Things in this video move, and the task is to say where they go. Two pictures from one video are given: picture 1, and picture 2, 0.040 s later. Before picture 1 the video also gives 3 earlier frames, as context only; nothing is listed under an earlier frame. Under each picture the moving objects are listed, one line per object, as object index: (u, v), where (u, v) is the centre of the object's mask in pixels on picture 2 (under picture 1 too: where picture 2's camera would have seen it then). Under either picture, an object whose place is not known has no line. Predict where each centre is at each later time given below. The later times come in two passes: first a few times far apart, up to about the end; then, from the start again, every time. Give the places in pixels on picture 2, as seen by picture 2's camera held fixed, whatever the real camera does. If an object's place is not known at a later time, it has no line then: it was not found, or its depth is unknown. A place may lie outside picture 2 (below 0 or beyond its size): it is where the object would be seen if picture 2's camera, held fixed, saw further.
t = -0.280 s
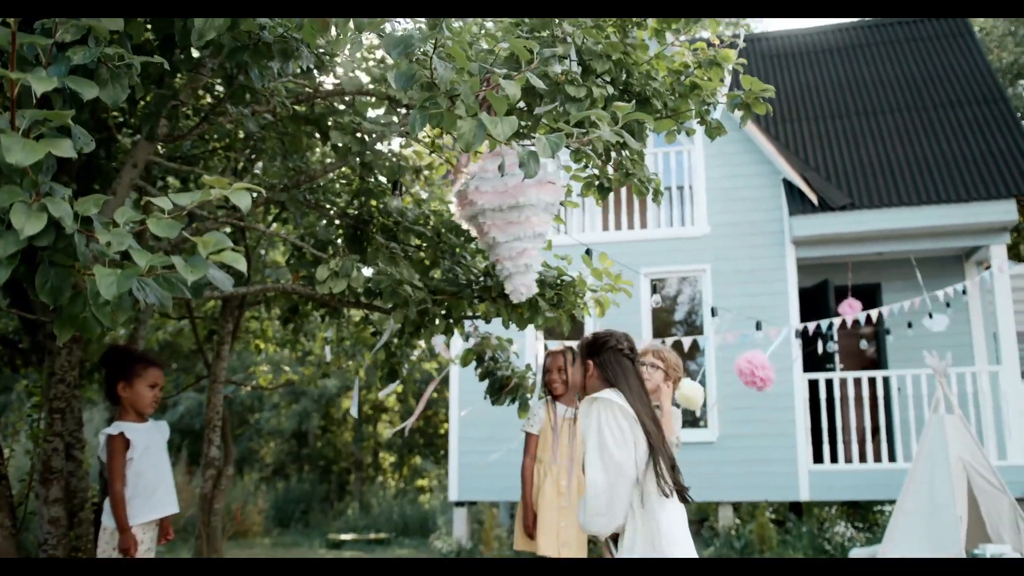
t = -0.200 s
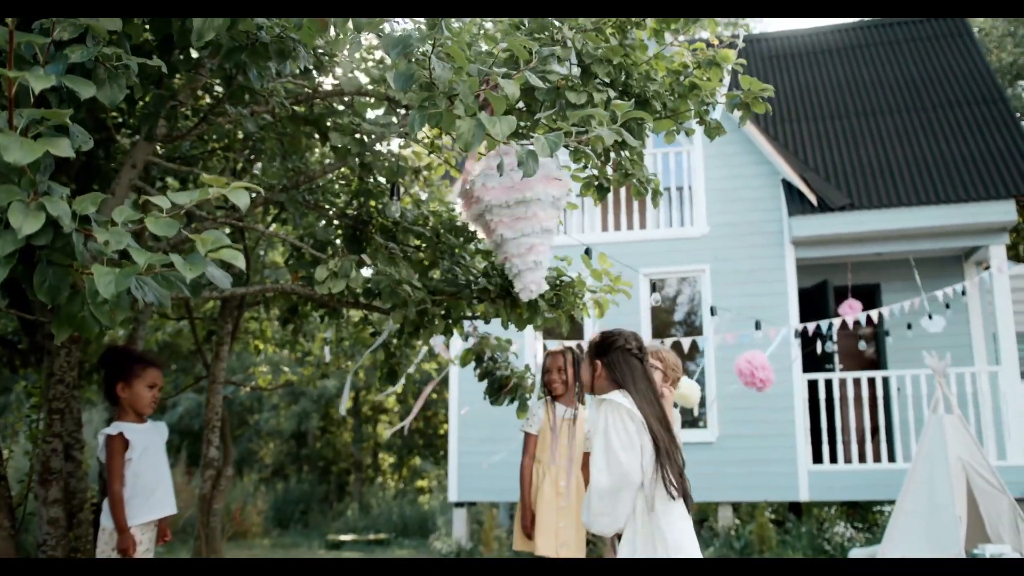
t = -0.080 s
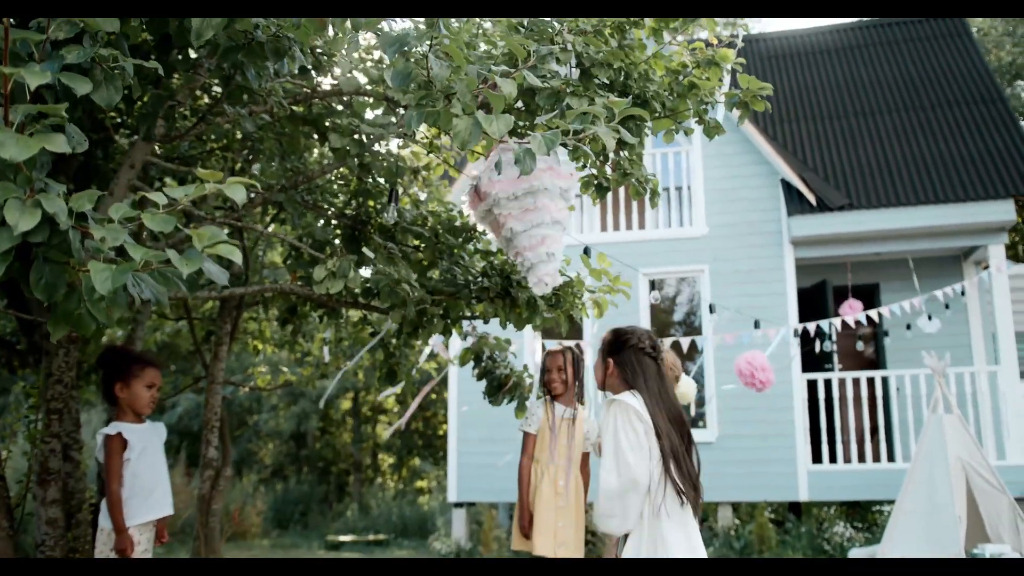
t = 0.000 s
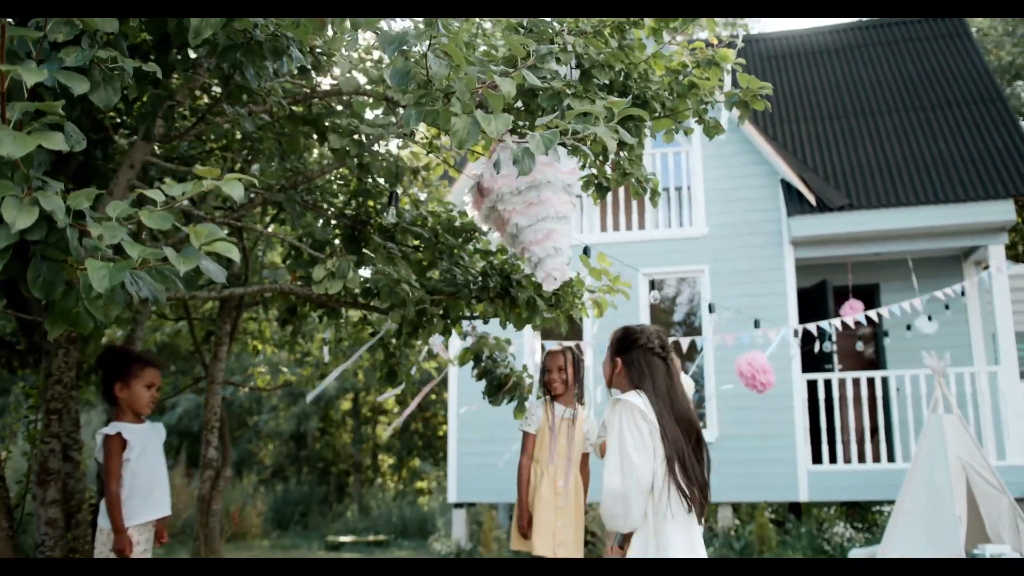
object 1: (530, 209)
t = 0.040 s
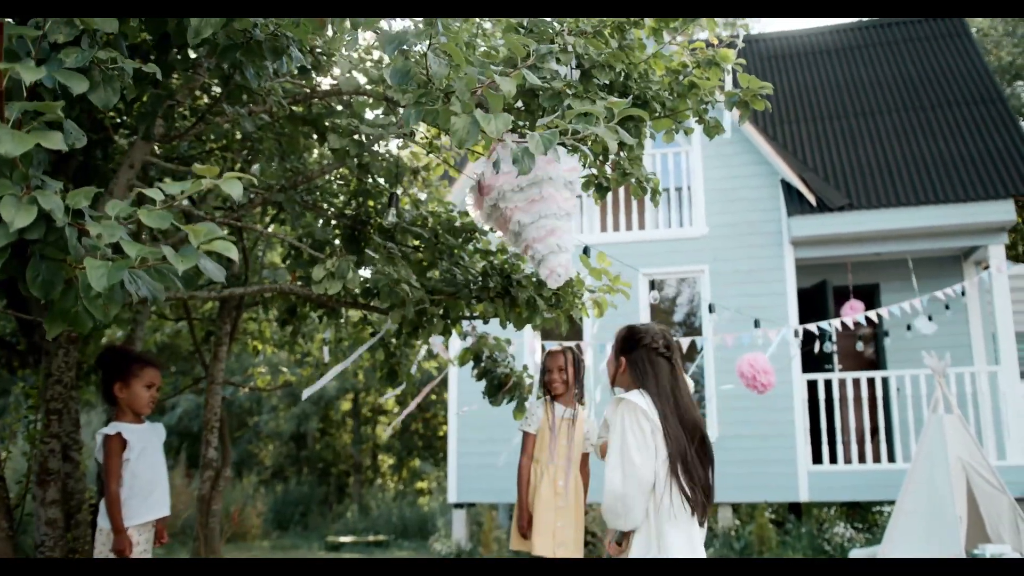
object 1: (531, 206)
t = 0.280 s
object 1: (534, 196)
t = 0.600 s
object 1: (518, 190)
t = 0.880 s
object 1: (492, 189)
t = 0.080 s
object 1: (533, 205)
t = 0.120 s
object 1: (535, 205)
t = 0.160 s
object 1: (535, 203)
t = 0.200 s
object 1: (536, 201)
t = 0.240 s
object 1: (536, 200)
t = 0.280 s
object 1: (534, 196)
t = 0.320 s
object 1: (534, 197)
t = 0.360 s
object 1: (533, 197)
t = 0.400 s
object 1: (531, 191)
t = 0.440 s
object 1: (529, 189)
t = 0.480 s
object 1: (528, 193)
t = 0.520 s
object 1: (525, 192)
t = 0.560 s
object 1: (521, 186)
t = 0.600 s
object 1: (518, 190)
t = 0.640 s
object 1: (515, 189)
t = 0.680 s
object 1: (512, 186)
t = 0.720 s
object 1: (509, 187)
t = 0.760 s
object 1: (504, 188)
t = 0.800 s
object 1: (500, 189)
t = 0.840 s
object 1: (496, 189)
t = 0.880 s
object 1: (492, 189)
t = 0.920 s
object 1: (488, 190)
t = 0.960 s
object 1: (483, 191)
